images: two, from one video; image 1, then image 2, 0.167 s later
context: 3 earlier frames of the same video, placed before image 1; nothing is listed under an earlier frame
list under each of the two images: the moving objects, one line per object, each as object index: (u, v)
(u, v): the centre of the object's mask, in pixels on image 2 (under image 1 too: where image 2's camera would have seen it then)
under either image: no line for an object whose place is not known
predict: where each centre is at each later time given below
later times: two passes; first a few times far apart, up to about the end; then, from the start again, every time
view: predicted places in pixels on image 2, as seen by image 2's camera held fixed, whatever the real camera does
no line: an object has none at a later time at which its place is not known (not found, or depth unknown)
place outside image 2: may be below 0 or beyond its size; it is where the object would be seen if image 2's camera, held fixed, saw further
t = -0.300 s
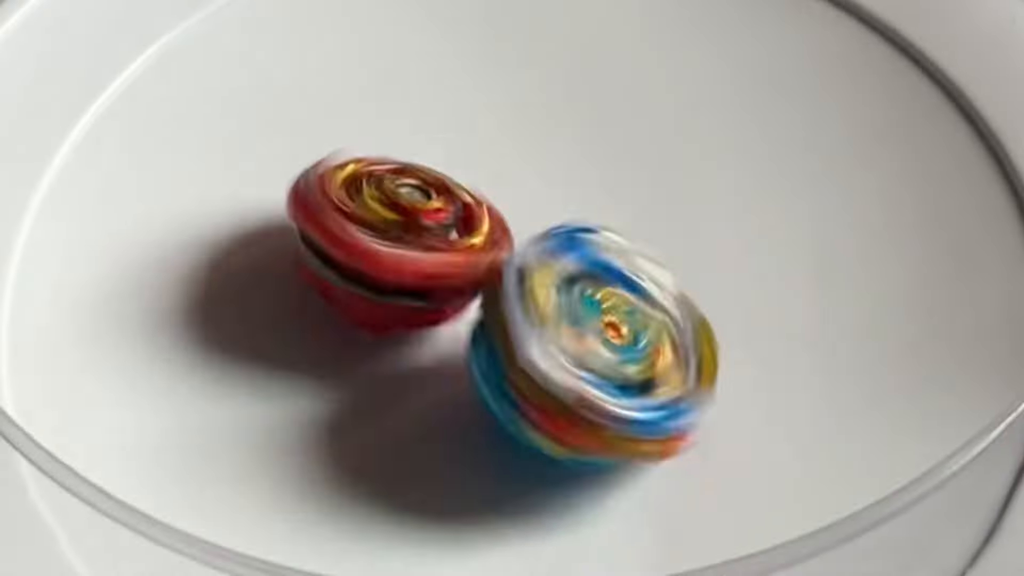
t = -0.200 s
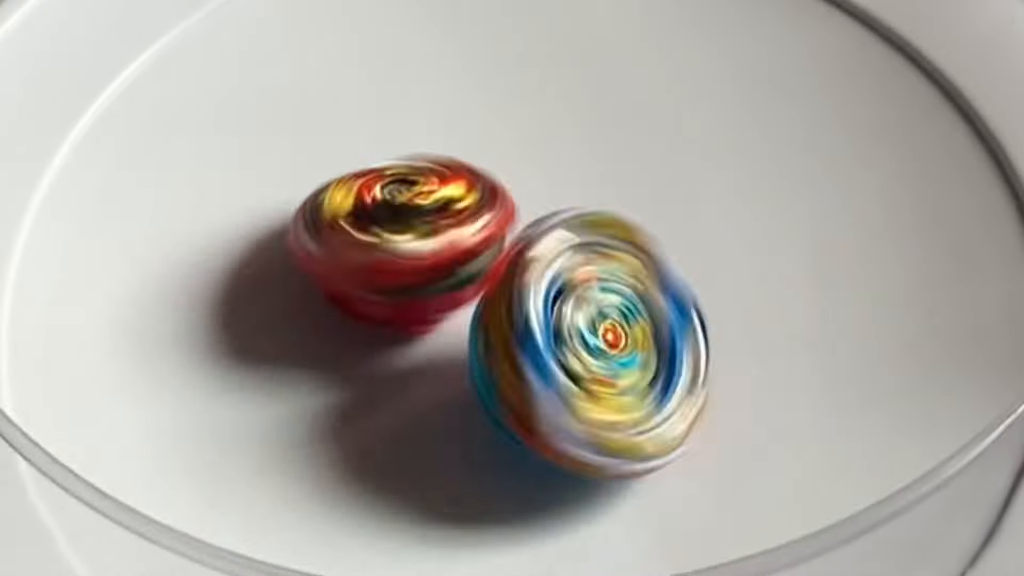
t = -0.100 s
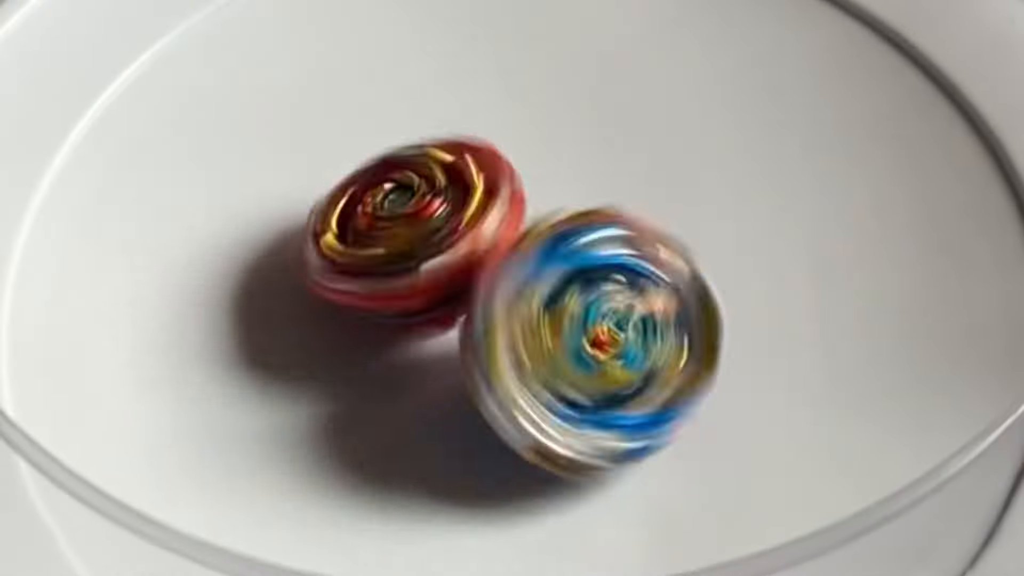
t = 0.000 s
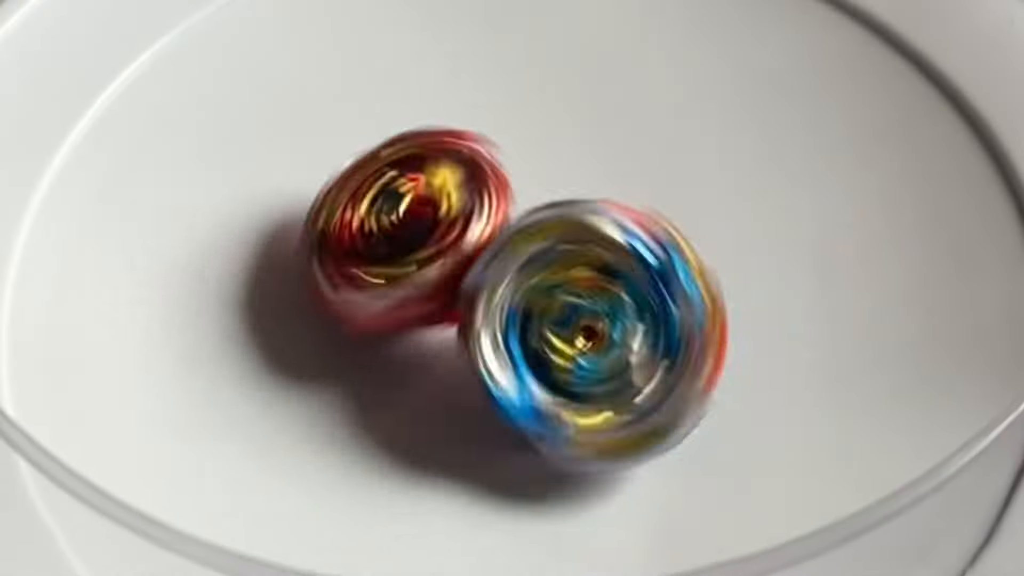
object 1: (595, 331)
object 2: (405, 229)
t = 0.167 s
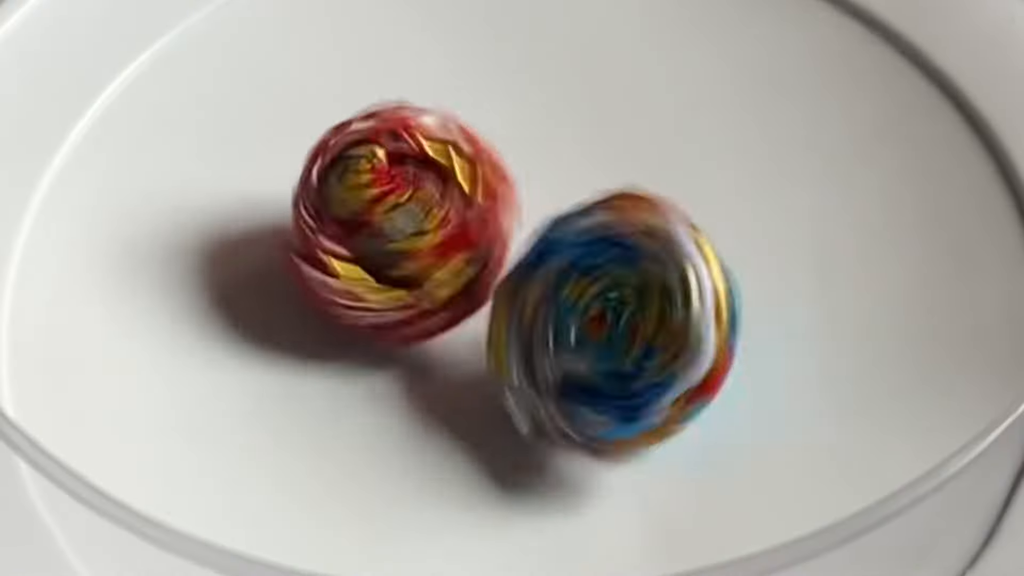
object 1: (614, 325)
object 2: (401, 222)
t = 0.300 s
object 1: (625, 324)
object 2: (413, 220)
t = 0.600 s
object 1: (628, 355)
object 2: (429, 227)
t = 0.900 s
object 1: (600, 344)
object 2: (431, 217)
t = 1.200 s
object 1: (603, 343)
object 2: (440, 225)
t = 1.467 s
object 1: (601, 339)
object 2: (438, 226)
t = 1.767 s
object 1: (600, 339)
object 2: (436, 225)
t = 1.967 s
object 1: (600, 339)
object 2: (436, 225)
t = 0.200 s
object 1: (618, 322)
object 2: (406, 222)
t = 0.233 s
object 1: (623, 321)
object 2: (410, 223)
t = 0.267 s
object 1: (624, 323)
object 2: (412, 219)
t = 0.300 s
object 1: (625, 324)
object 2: (413, 220)
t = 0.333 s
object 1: (628, 325)
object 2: (415, 221)
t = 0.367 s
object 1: (630, 328)
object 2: (418, 224)
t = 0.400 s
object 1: (633, 333)
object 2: (428, 226)
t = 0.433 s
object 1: (632, 339)
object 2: (436, 227)
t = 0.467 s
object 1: (630, 344)
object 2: (439, 231)
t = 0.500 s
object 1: (628, 346)
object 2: (440, 231)
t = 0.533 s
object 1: (629, 350)
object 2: (436, 231)
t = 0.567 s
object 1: (627, 353)
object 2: (433, 232)
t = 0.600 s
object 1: (628, 355)
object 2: (429, 227)
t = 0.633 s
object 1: (627, 359)
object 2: (426, 224)
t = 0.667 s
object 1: (626, 359)
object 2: (423, 222)
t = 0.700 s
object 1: (623, 359)
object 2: (424, 221)
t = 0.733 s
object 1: (621, 357)
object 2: (426, 218)
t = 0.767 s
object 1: (618, 354)
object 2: (428, 216)
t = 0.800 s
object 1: (614, 352)
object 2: (431, 217)
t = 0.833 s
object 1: (610, 348)
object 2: (431, 216)
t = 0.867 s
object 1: (604, 345)
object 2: (431, 217)
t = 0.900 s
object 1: (600, 344)
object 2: (431, 217)
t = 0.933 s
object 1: (596, 344)
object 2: (430, 217)
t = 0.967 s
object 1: (594, 343)
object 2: (431, 218)
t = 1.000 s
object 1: (594, 343)
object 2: (431, 218)
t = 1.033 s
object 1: (594, 344)
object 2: (431, 219)
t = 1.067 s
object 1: (594, 343)
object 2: (435, 223)
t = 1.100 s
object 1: (597, 342)
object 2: (436, 223)
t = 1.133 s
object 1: (600, 344)
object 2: (438, 224)
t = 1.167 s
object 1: (601, 343)
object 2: (439, 224)
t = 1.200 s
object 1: (603, 343)
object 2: (440, 225)
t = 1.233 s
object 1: (603, 341)
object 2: (440, 226)
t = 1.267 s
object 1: (603, 340)
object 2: (441, 227)
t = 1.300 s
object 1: (603, 338)
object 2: (441, 227)
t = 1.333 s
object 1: (603, 338)
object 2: (440, 227)
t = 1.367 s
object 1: (602, 338)
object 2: (439, 227)
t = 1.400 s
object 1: (601, 338)
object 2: (439, 226)
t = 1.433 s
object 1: (601, 339)
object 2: (438, 226)
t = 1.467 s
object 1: (601, 339)
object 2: (438, 226)
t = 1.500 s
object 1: (601, 339)
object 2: (437, 225)
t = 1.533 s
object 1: (601, 339)
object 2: (436, 225)
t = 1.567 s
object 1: (601, 339)
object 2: (436, 225)
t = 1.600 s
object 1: (601, 339)
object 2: (436, 225)
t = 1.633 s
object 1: (601, 339)
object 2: (436, 225)
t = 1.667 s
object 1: (600, 340)
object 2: (436, 225)
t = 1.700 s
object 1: (600, 340)
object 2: (436, 225)
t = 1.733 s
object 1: (601, 339)
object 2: (436, 225)
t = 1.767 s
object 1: (600, 339)
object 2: (436, 225)
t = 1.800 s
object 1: (600, 340)
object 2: (436, 225)
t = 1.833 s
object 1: (601, 340)
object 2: (436, 225)
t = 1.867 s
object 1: (600, 340)
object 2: (436, 225)
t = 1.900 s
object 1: (600, 340)
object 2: (436, 225)
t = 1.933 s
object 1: (600, 340)
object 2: (436, 225)
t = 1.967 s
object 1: (600, 339)
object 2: (436, 225)
